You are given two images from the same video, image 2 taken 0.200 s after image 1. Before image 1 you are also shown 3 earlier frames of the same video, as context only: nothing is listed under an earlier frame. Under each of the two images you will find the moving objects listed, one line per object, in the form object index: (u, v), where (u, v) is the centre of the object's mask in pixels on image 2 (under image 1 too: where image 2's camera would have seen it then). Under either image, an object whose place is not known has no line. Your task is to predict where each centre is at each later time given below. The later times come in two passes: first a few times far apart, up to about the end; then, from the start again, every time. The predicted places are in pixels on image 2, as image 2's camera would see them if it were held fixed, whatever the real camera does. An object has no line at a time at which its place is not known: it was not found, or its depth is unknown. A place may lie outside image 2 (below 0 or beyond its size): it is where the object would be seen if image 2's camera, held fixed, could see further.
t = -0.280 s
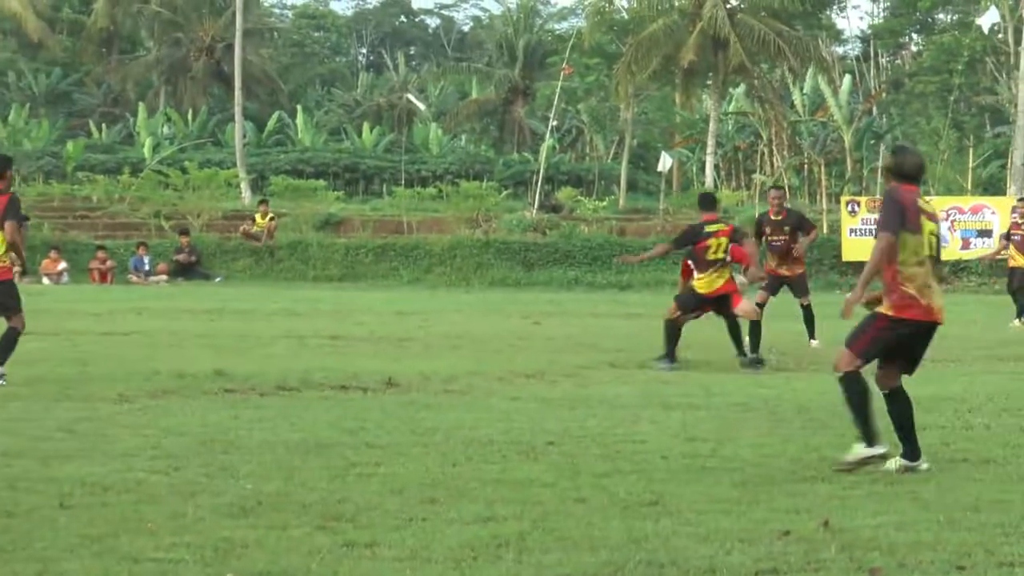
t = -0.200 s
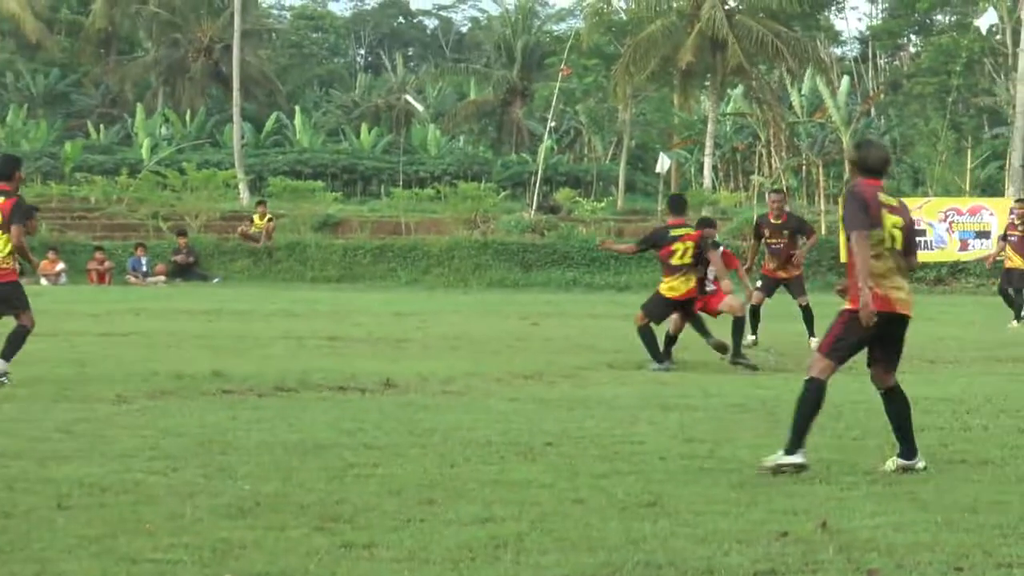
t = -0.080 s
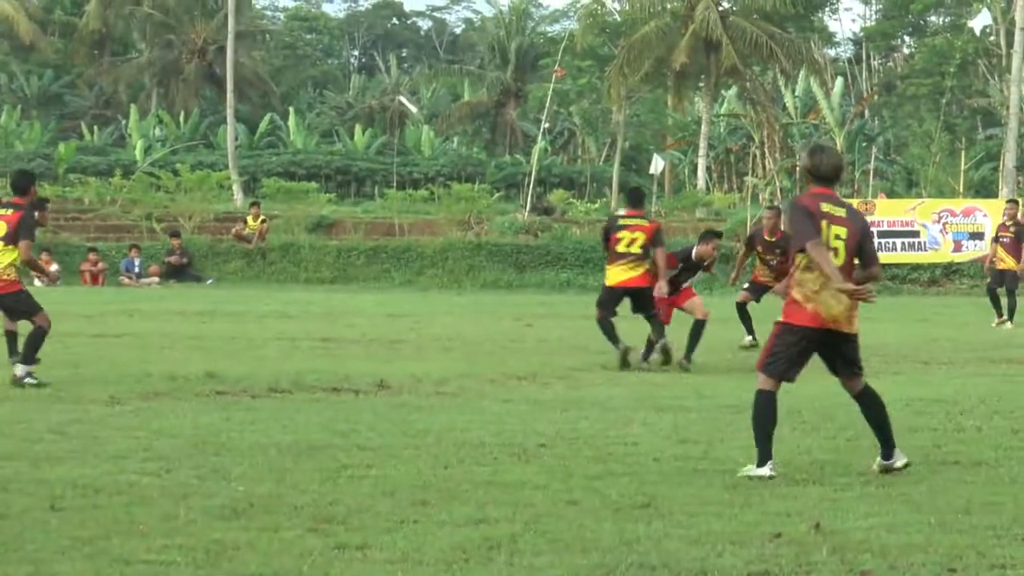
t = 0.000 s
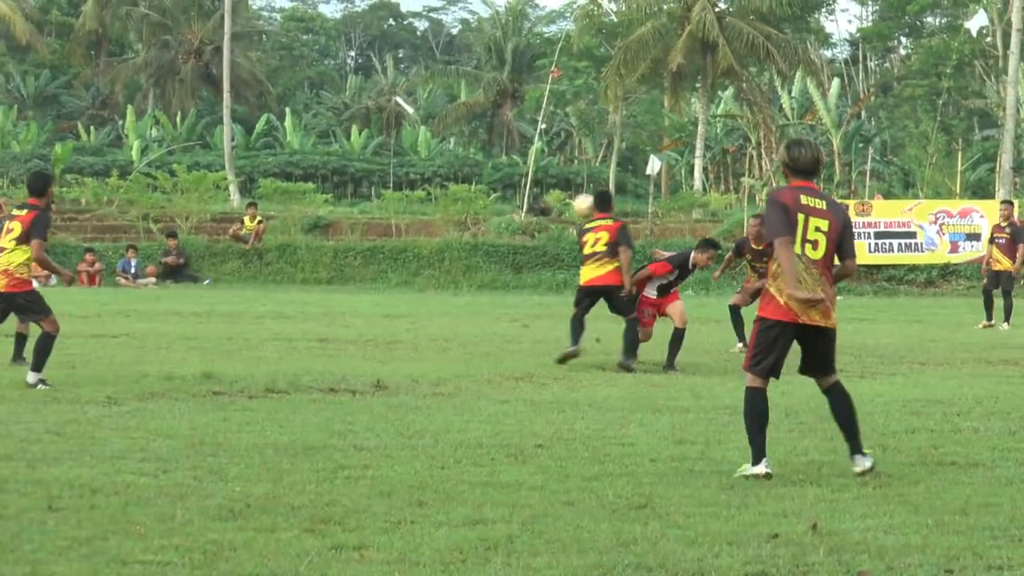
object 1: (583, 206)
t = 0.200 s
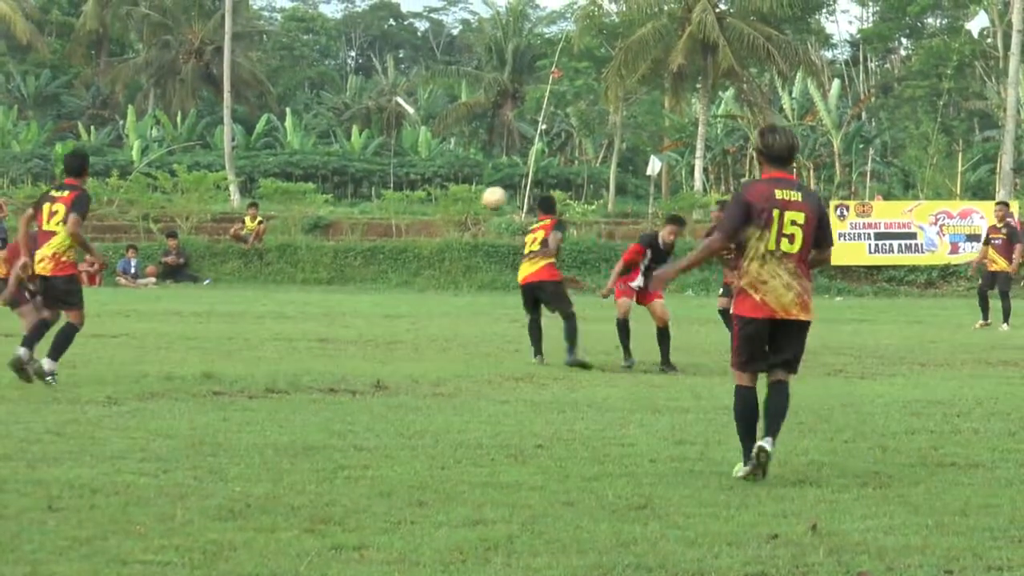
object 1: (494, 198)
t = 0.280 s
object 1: (459, 205)
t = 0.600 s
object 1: (329, 300)
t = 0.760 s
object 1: (285, 309)
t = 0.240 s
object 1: (476, 201)
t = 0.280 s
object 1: (459, 205)
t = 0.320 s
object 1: (442, 212)
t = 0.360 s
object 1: (425, 220)
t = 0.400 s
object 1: (409, 230)
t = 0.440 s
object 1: (392, 241)
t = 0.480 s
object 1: (375, 254)
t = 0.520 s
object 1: (359, 268)
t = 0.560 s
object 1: (344, 283)
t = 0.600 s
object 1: (329, 300)
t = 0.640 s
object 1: (312, 318)
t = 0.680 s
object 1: (298, 335)
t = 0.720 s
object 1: (291, 322)
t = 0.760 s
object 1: (285, 309)
